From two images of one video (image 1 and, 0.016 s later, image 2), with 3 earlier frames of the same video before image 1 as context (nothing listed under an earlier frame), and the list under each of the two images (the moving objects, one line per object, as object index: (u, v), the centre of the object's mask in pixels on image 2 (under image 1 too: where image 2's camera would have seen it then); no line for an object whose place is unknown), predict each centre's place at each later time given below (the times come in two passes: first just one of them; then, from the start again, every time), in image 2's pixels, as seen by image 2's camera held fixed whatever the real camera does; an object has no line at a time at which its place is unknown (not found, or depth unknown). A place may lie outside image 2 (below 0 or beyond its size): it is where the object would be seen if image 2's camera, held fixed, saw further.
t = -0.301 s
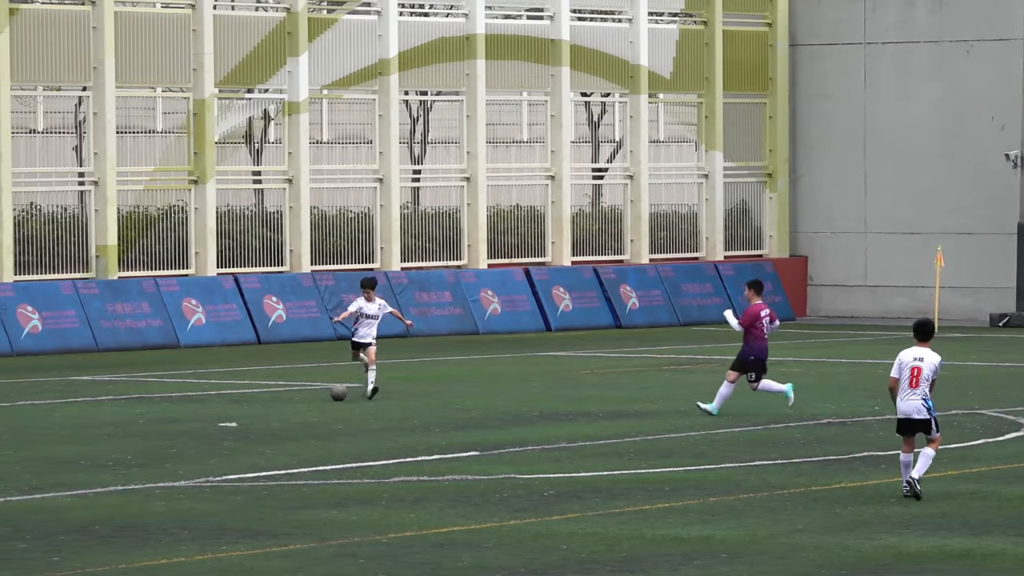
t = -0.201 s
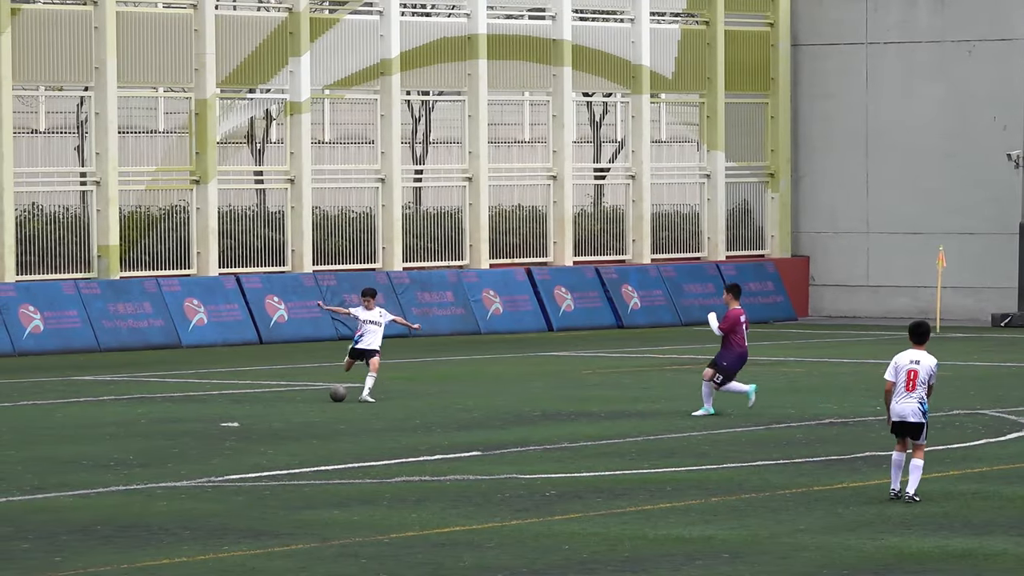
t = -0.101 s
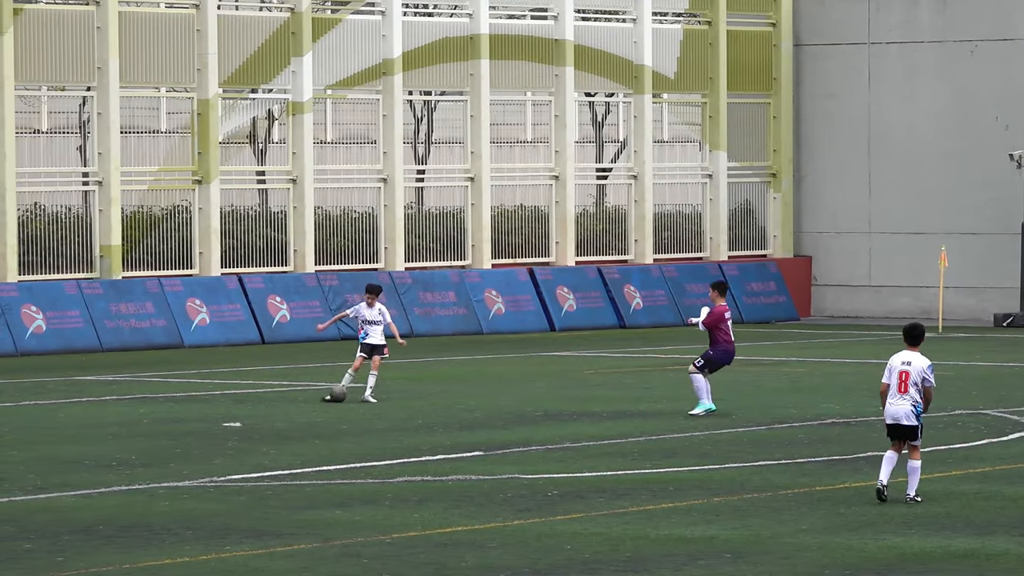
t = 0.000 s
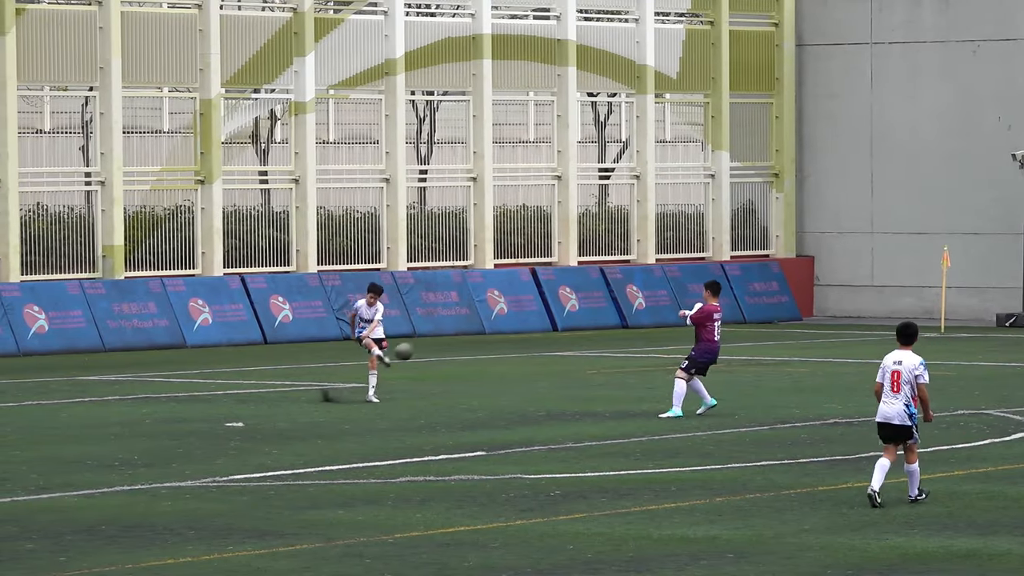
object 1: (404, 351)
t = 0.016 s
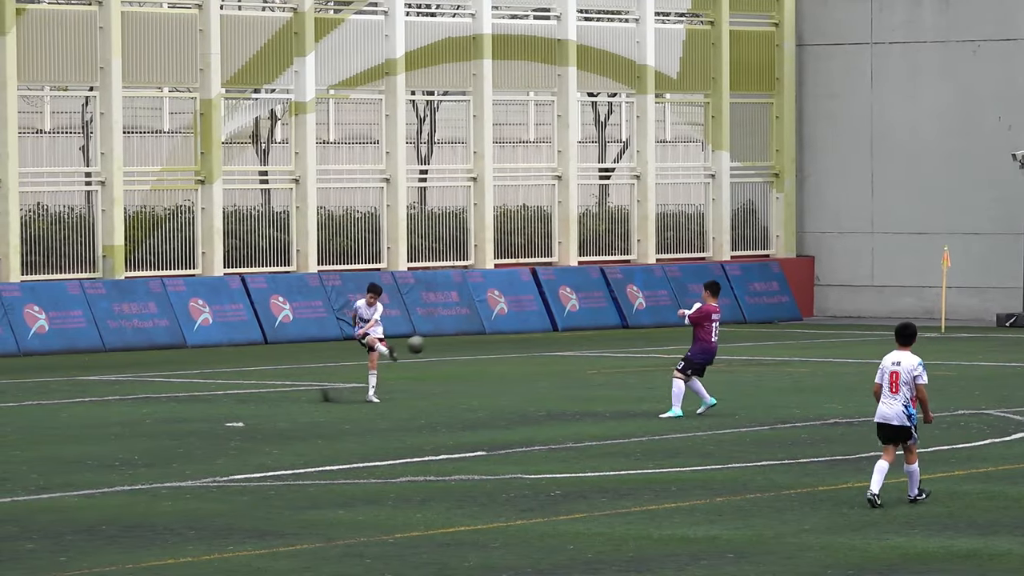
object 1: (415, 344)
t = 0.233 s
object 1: (581, 273)
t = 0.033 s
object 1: (427, 337)
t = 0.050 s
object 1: (439, 331)
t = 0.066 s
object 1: (451, 324)
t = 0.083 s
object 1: (464, 318)
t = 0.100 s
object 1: (476, 312)
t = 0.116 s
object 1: (488, 307)
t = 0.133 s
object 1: (502, 301)
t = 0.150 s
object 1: (514, 296)
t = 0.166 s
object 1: (527, 291)
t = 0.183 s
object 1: (541, 286)
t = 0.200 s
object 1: (554, 281)
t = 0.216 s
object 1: (568, 277)
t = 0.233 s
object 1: (581, 273)
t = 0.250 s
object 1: (595, 269)
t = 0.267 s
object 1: (609, 265)
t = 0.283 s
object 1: (623, 262)
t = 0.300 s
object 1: (638, 258)
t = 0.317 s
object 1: (652, 255)
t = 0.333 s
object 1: (666, 251)
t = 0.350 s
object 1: (681, 248)
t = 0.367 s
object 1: (695, 246)
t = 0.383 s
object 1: (709, 244)
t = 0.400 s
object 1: (721, 242)
